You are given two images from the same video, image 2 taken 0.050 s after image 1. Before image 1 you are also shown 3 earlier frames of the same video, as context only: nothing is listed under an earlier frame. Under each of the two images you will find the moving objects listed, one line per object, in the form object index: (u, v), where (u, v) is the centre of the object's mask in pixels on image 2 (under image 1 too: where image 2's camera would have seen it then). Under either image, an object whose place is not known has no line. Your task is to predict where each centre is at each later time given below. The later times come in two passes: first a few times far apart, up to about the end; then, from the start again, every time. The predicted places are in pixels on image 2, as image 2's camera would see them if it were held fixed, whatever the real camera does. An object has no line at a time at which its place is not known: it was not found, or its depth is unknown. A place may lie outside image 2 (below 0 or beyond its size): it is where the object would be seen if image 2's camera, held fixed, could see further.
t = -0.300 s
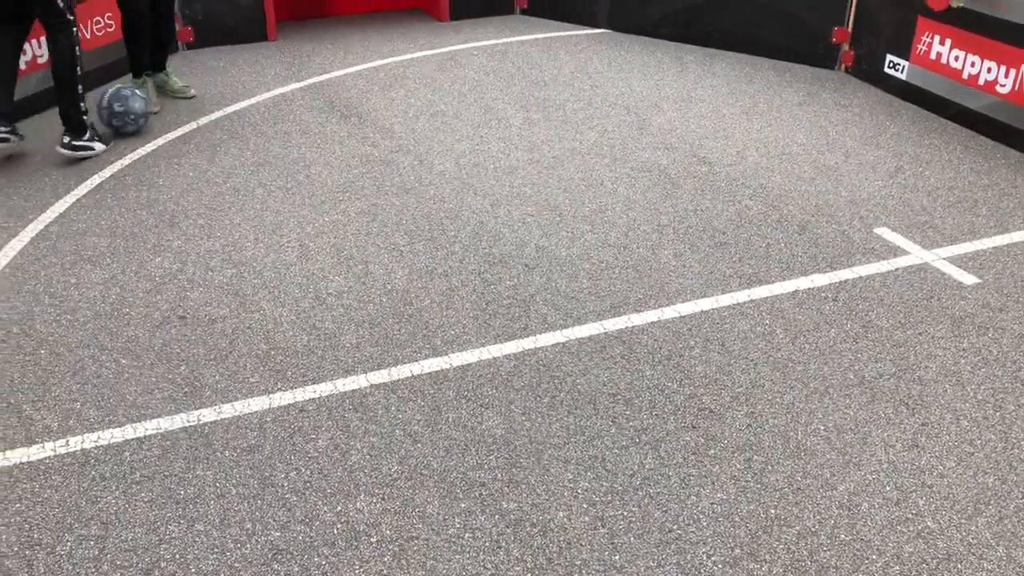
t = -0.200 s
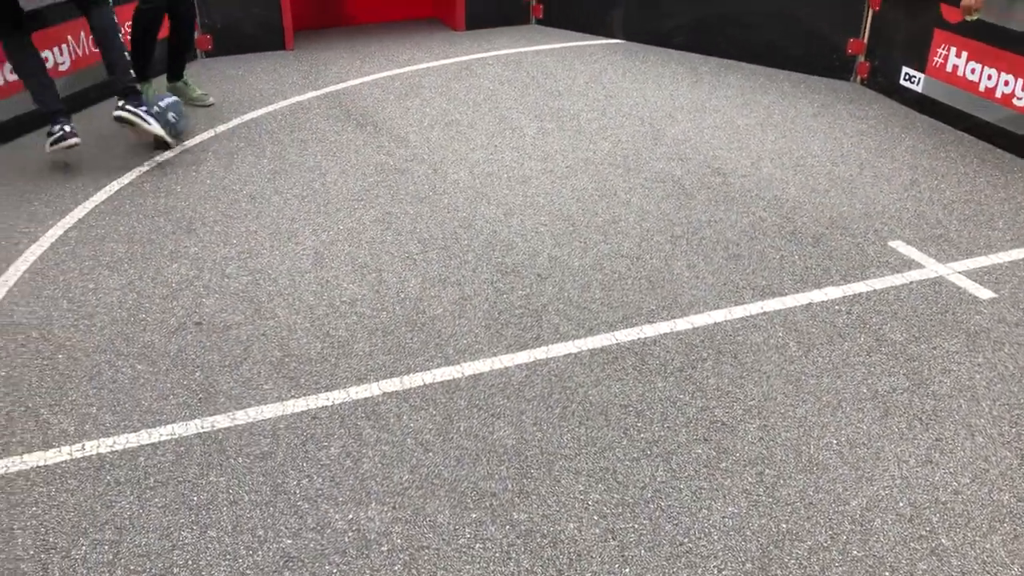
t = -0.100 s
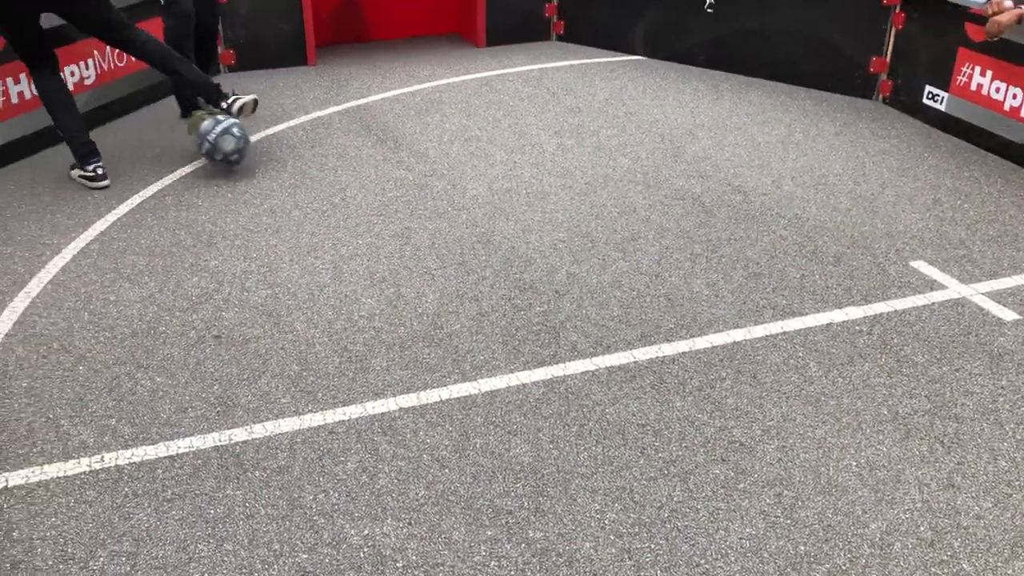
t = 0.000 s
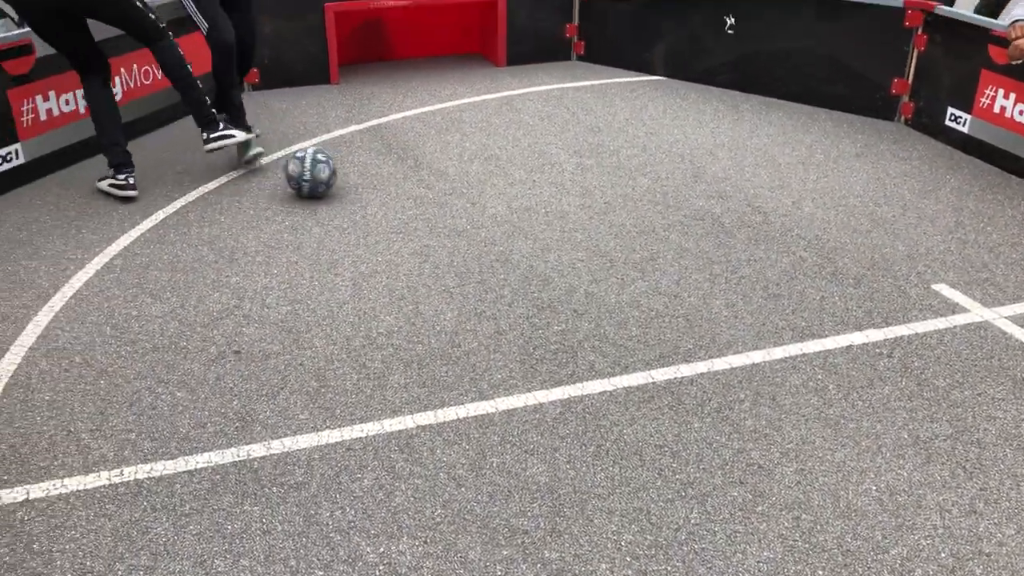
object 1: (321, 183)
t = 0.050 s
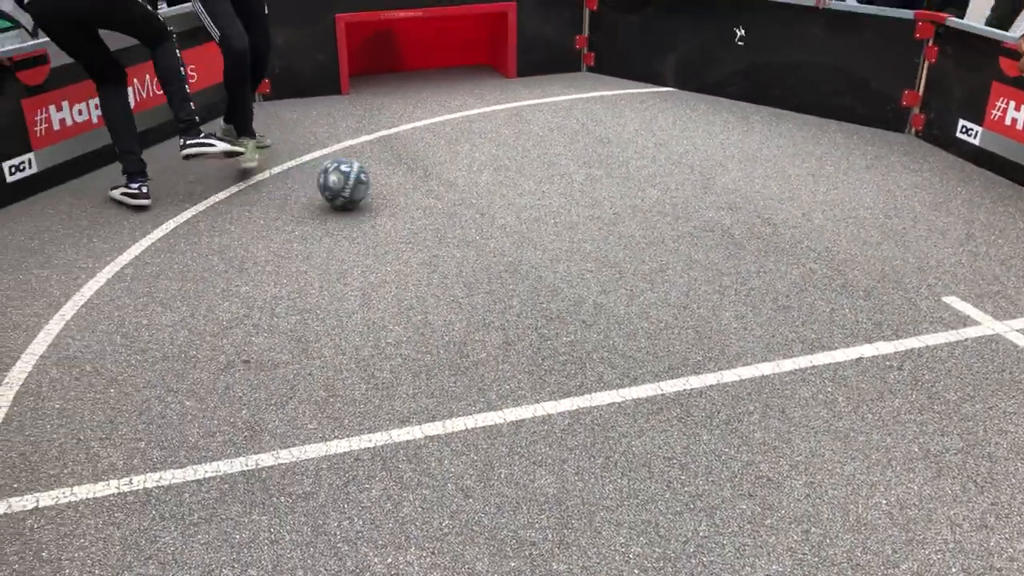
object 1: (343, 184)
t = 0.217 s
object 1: (408, 193)
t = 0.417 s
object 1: (485, 203)
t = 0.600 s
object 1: (555, 211)
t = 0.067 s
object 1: (351, 185)
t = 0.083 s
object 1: (359, 186)
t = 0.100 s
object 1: (365, 187)
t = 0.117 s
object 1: (372, 188)
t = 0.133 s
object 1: (378, 188)
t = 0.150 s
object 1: (383, 189)
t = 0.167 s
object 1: (390, 191)
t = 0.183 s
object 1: (397, 191)
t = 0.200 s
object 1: (403, 192)
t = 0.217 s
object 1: (408, 193)
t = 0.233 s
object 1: (415, 193)
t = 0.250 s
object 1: (422, 194)
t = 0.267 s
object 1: (428, 195)
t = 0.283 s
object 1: (435, 196)
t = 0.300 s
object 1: (441, 196)
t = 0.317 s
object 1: (446, 198)
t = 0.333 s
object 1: (453, 198)
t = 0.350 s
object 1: (459, 199)
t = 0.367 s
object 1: (465, 200)
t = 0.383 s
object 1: (472, 201)
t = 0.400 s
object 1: (478, 201)
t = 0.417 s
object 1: (485, 203)
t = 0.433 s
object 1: (491, 203)
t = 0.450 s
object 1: (498, 204)
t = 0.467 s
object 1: (504, 204)
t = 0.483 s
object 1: (511, 206)
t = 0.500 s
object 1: (516, 206)
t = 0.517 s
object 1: (523, 207)
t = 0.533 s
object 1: (530, 208)
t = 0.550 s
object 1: (536, 209)
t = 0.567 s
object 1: (543, 210)
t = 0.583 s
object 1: (549, 211)
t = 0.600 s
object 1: (555, 211)
